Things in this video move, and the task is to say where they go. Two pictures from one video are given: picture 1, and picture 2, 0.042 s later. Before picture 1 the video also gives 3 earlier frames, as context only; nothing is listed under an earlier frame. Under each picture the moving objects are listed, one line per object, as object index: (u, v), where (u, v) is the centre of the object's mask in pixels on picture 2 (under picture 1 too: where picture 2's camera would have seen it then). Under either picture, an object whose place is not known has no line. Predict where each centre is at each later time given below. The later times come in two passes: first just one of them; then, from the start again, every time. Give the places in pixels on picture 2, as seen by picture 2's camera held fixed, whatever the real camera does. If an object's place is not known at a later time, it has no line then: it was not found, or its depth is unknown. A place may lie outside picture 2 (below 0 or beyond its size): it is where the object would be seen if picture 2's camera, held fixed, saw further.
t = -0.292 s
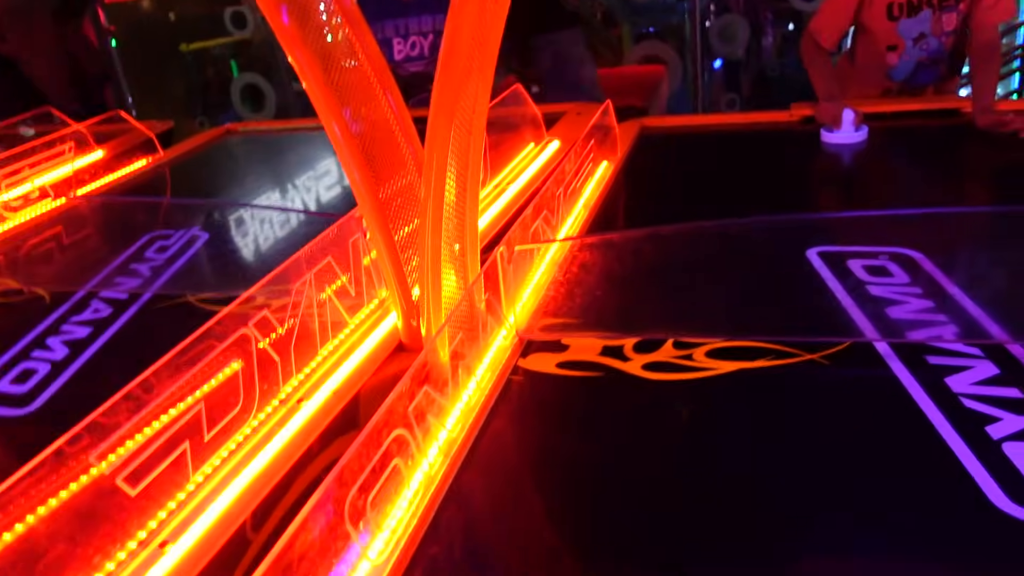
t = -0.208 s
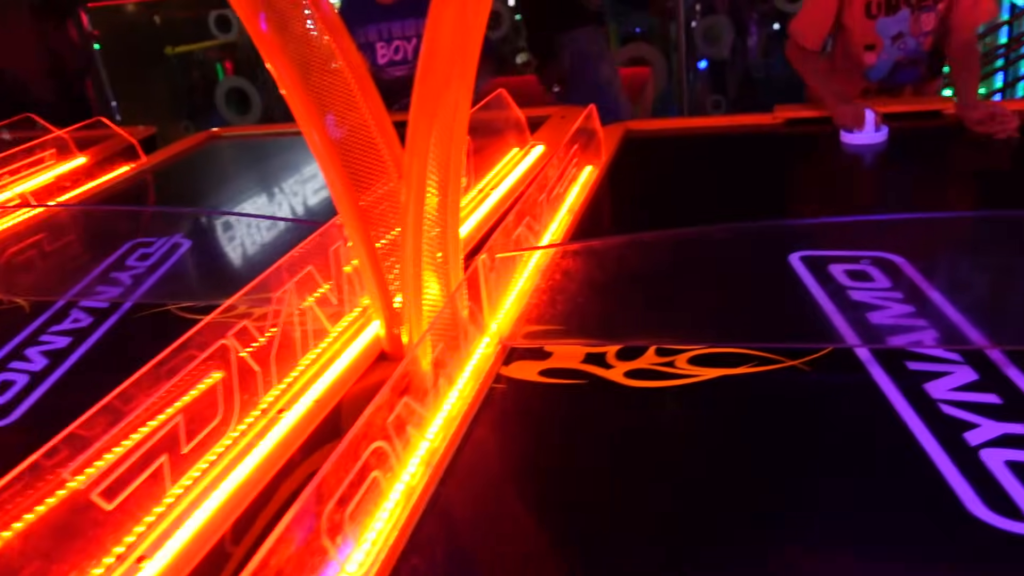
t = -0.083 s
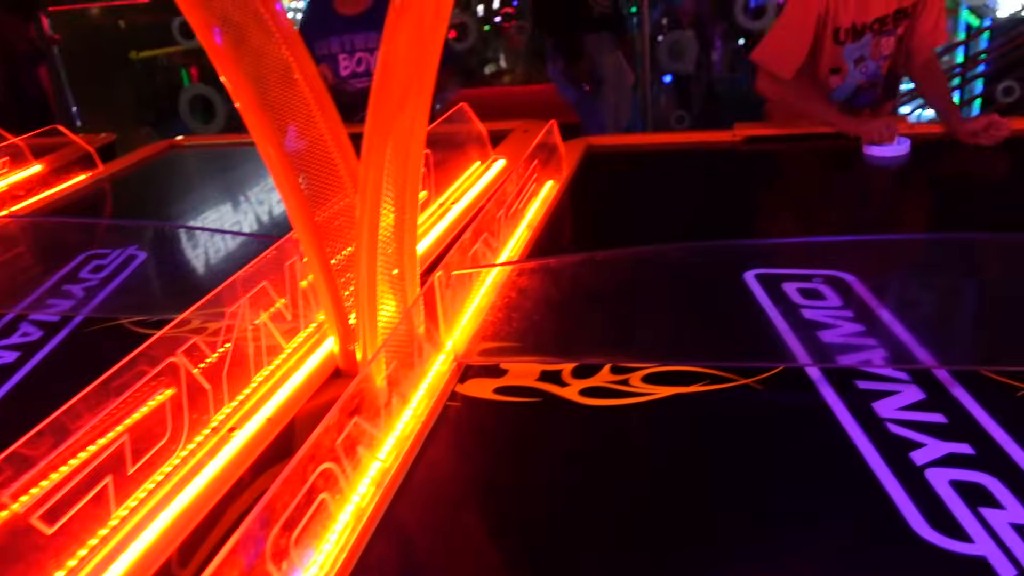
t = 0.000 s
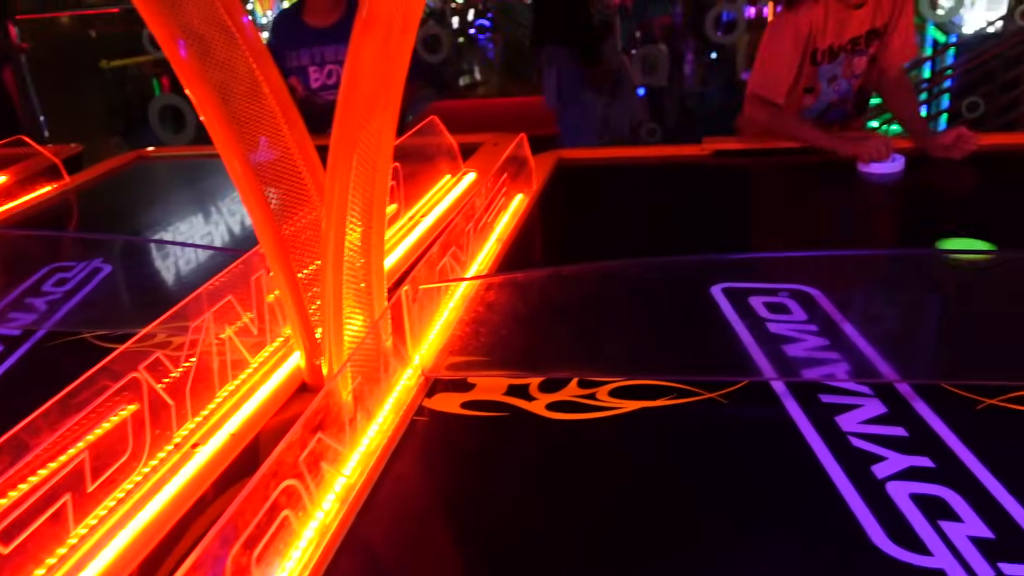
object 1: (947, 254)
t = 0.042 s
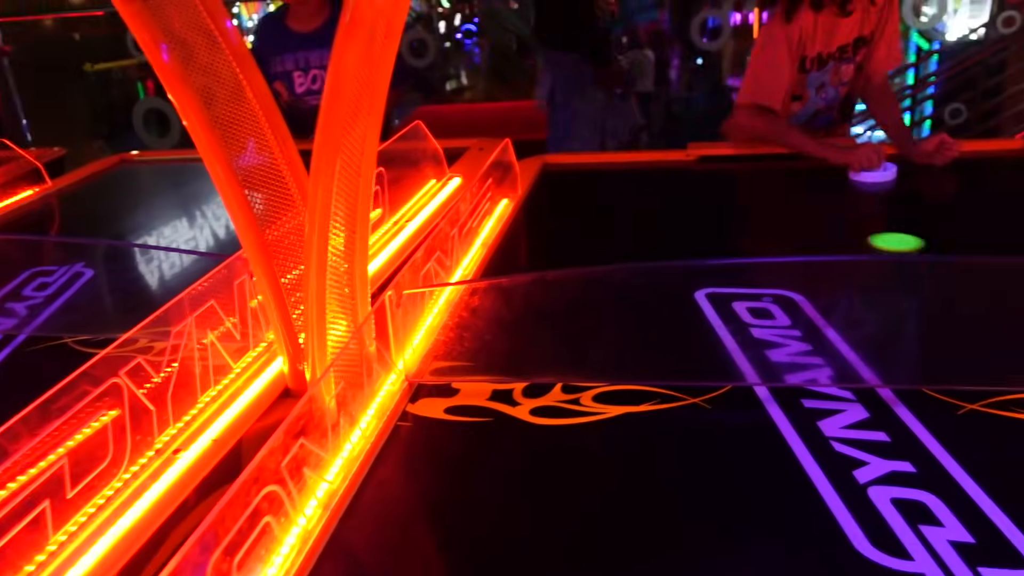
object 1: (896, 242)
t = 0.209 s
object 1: (731, 207)
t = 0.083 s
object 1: (849, 232)
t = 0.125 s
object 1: (807, 223)
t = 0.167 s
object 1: (767, 214)
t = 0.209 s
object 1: (731, 207)
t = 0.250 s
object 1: (697, 200)
